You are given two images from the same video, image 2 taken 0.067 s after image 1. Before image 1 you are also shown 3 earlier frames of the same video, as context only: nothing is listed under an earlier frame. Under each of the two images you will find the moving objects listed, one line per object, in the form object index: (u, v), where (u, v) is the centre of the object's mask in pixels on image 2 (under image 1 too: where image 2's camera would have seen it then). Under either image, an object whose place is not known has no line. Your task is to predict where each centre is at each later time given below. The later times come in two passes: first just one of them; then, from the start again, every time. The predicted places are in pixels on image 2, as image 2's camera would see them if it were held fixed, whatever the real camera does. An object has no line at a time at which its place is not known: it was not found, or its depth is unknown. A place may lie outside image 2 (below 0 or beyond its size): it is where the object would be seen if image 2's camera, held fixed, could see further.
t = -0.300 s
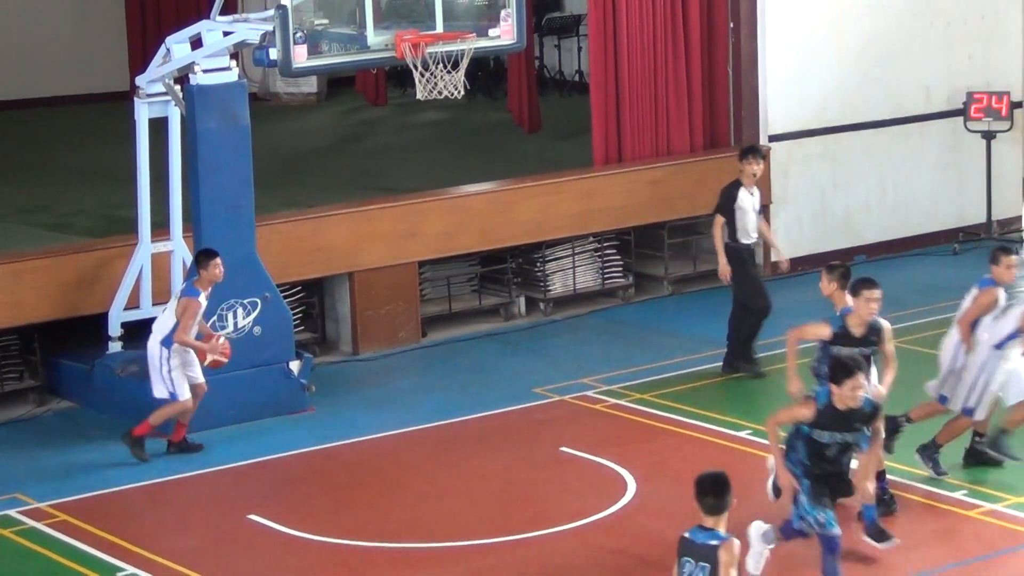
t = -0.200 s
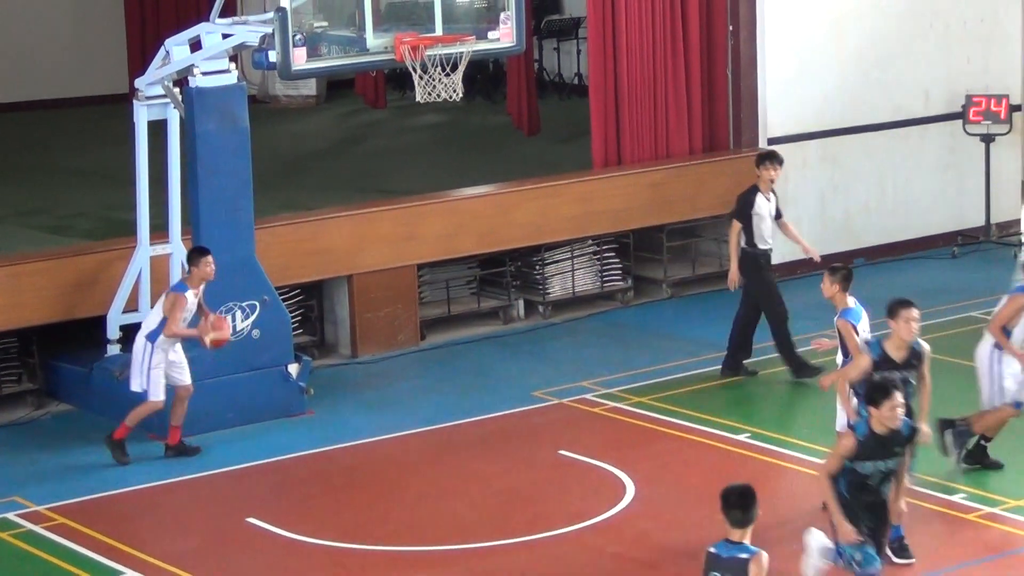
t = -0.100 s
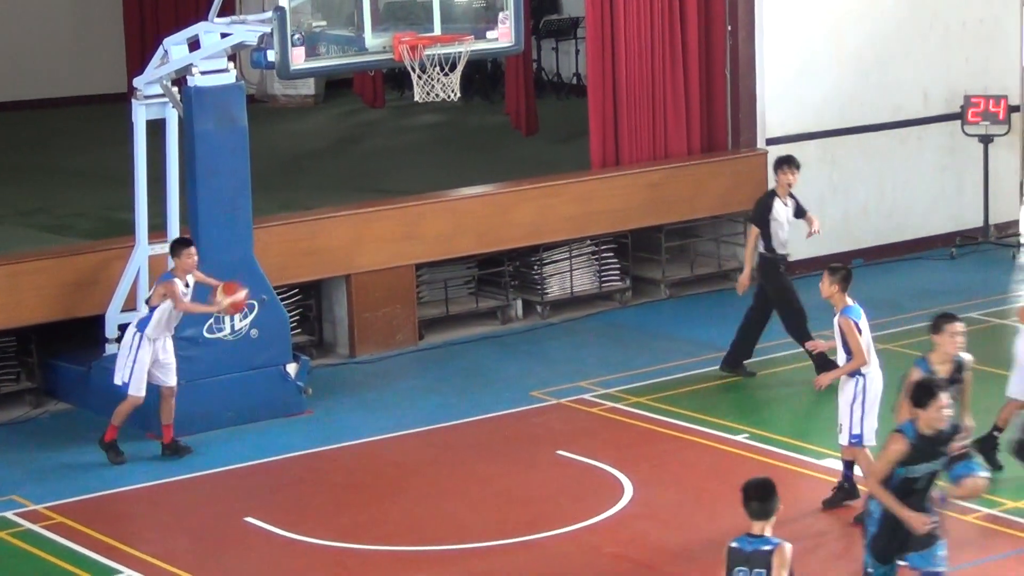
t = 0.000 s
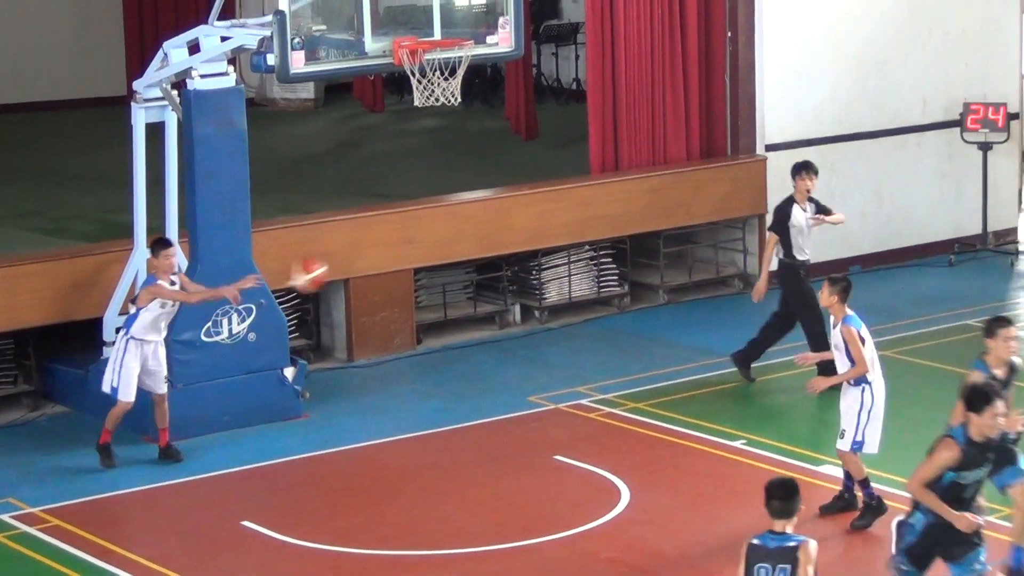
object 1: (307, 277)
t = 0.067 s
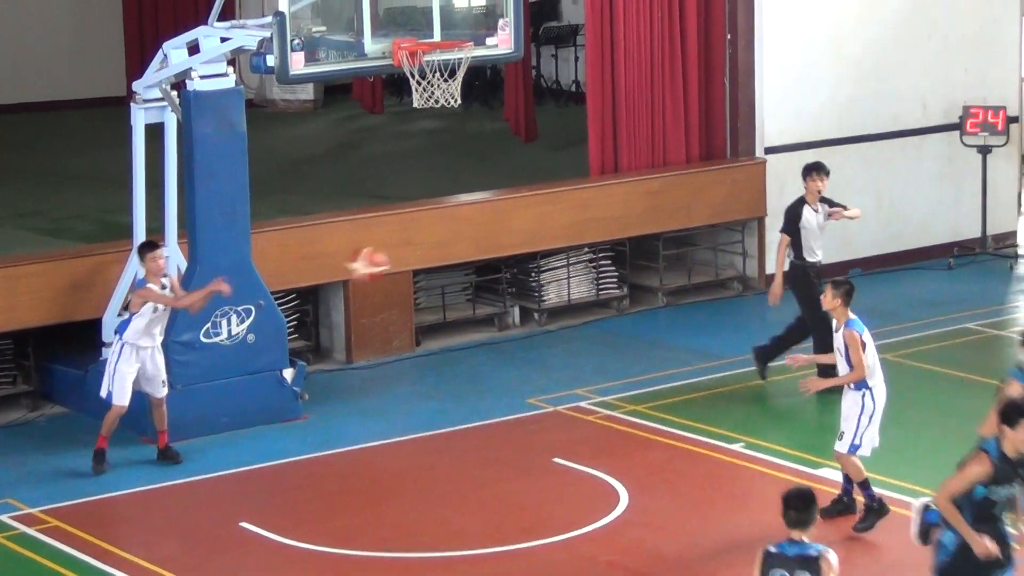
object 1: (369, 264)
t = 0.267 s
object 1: (556, 261)
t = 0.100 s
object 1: (400, 260)
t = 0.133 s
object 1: (430, 258)
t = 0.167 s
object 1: (462, 257)
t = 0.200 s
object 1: (494, 257)
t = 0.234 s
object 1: (524, 259)
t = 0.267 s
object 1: (556, 261)
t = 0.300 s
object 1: (592, 266)
